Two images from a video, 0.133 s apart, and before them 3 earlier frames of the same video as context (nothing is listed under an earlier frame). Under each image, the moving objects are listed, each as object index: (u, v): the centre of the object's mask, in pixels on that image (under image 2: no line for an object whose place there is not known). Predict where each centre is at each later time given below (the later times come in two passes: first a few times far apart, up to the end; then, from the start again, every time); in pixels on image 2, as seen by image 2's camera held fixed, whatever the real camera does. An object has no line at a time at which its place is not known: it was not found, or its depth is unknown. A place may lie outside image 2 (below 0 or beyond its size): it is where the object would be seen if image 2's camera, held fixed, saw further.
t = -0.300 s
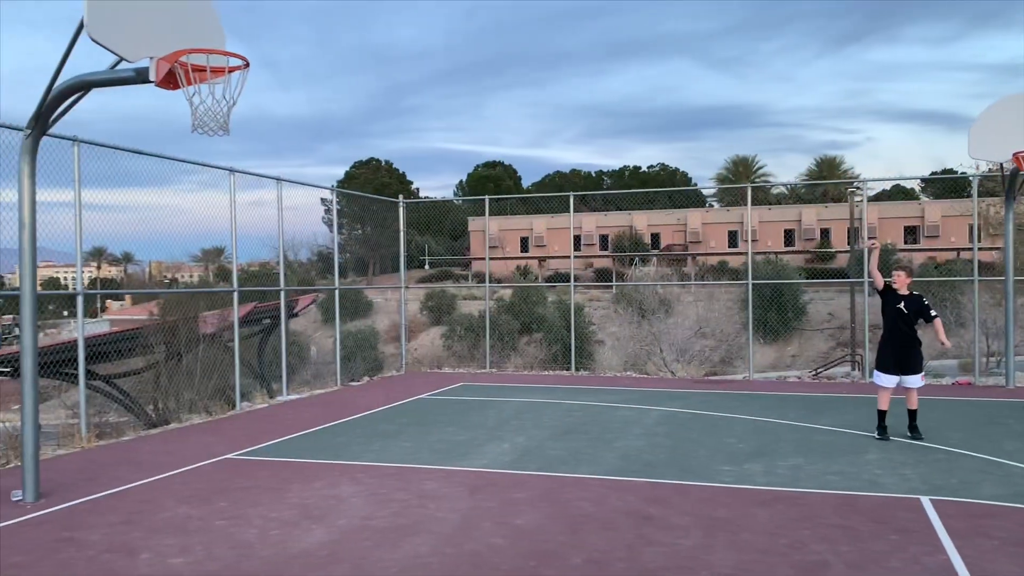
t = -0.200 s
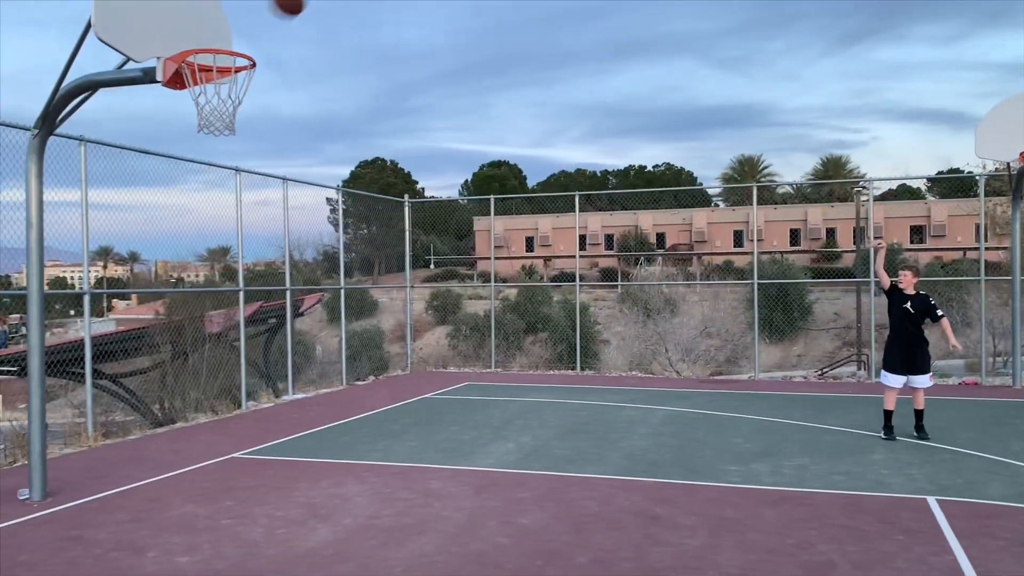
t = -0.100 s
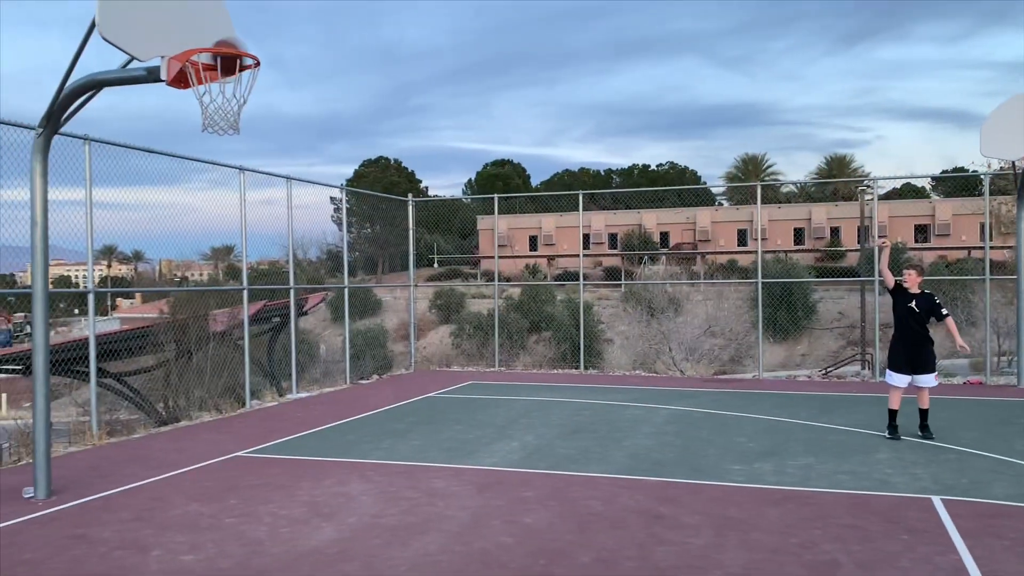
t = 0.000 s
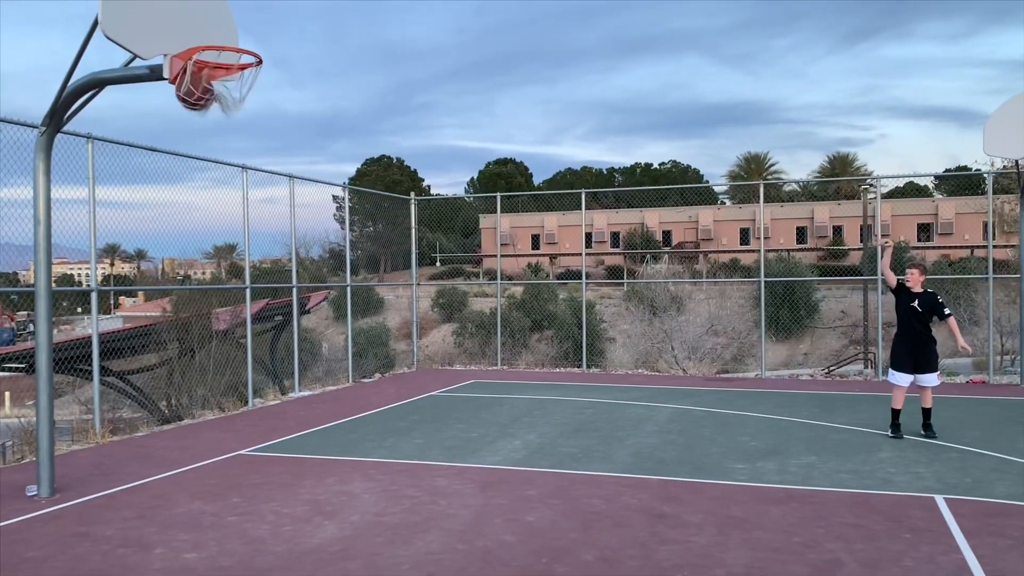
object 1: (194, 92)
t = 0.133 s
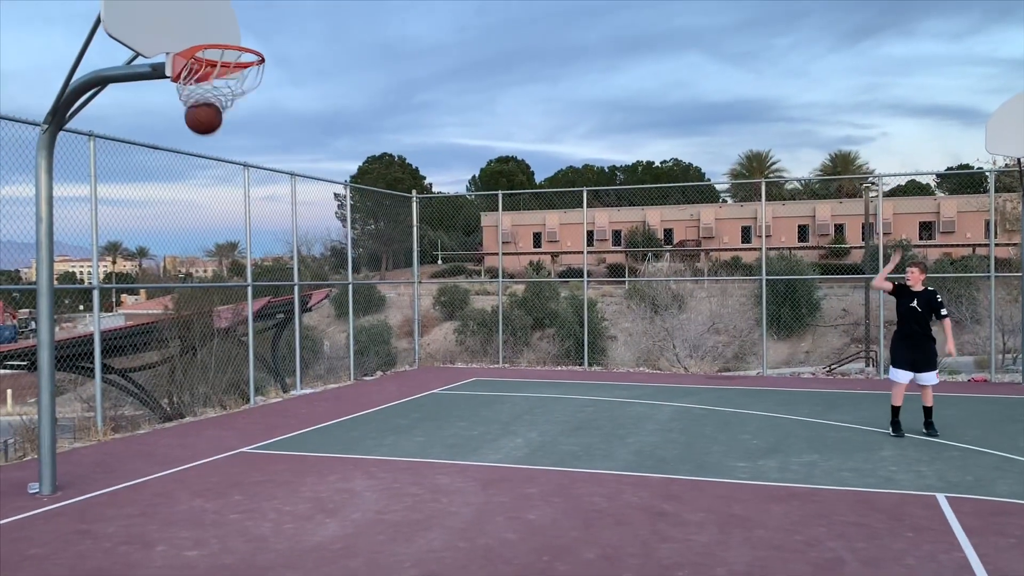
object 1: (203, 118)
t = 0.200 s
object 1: (208, 138)
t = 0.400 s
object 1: (224, 238)
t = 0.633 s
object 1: (242, 423)
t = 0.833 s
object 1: (262, 407)
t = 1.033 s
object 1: (286, 327)
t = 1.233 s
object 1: (310, 305)
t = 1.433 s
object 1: (334, 336)
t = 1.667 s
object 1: (361, 437)
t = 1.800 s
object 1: (375, 438)
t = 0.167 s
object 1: (205, 127)
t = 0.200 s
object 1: (208, 138)
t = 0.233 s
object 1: (211, 150)
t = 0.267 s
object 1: (213, 165)
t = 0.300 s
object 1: (216, 181)
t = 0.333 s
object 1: (219, 198)
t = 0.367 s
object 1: (221, 217)
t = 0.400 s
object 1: (224, 238)
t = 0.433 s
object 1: (227, 260)
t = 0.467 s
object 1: (229, 284)
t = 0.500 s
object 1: (231, 307)
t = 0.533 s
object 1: (234, 333)
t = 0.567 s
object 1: (236, 362)
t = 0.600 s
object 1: (238, 391)
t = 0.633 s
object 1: (242, 423)
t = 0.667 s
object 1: (243, 455)
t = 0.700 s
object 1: (246, 487)
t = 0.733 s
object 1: (251, 468)
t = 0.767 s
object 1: (254, 447)
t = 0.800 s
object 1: (258, 425)
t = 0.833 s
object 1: (262, 407)
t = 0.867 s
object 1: (266, 389)
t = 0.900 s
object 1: (270, 373)
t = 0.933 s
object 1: (274, 359)
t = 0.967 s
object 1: (278, 347)
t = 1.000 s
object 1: (282, 337)
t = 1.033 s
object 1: (286, 327)
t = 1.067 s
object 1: (289, 320)
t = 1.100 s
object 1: (294, 313)
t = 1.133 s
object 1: (298, 309)
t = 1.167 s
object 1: (301, 306)
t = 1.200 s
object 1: (306, 305)
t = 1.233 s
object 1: (310, 305)
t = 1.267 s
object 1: (314, 307)
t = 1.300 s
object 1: (318, 310)
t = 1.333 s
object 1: (321, 314)
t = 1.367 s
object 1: (325, 320)
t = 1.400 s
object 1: (330, 328)
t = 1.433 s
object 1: (334, 336)
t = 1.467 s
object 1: (337, 346)
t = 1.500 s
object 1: (342, 359)
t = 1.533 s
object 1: (345, 372)
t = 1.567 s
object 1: (349, 386)
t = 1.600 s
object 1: (353, 402)
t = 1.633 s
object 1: (357, 420)
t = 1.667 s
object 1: (361, 437)
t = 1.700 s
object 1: (365, 458)
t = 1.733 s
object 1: (368, 468)
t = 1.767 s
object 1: (371, 452)
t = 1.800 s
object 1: (375, 438)
